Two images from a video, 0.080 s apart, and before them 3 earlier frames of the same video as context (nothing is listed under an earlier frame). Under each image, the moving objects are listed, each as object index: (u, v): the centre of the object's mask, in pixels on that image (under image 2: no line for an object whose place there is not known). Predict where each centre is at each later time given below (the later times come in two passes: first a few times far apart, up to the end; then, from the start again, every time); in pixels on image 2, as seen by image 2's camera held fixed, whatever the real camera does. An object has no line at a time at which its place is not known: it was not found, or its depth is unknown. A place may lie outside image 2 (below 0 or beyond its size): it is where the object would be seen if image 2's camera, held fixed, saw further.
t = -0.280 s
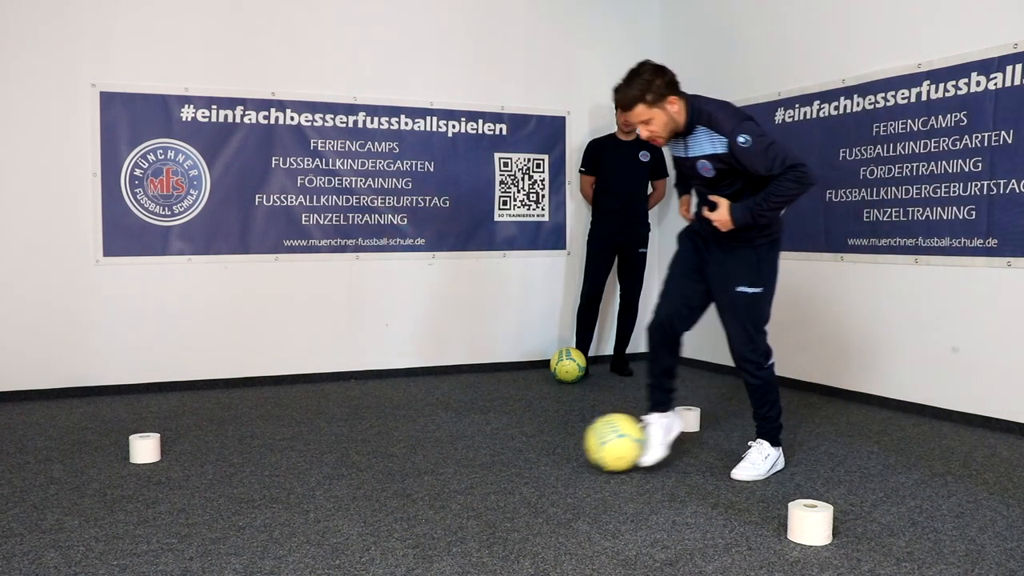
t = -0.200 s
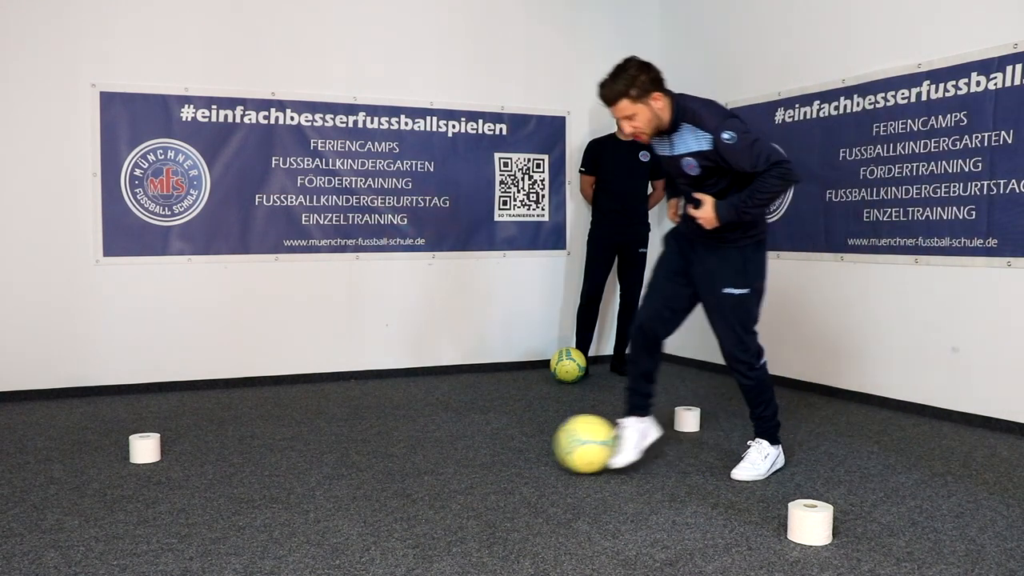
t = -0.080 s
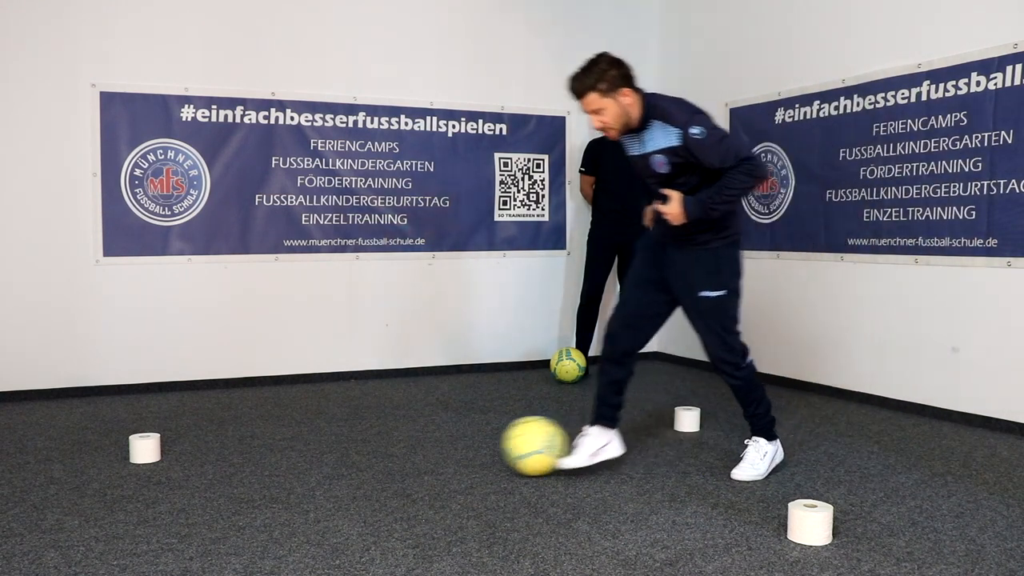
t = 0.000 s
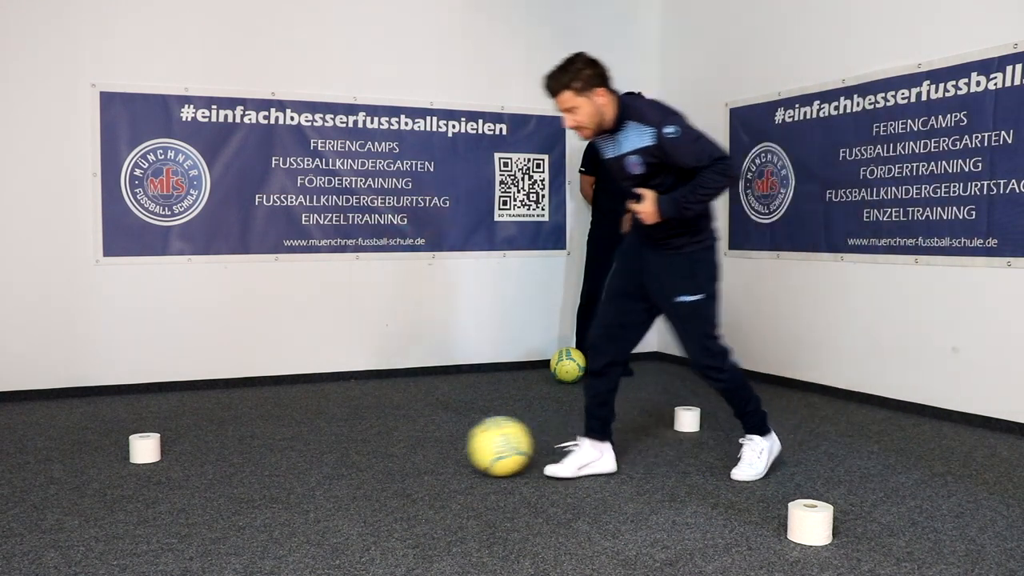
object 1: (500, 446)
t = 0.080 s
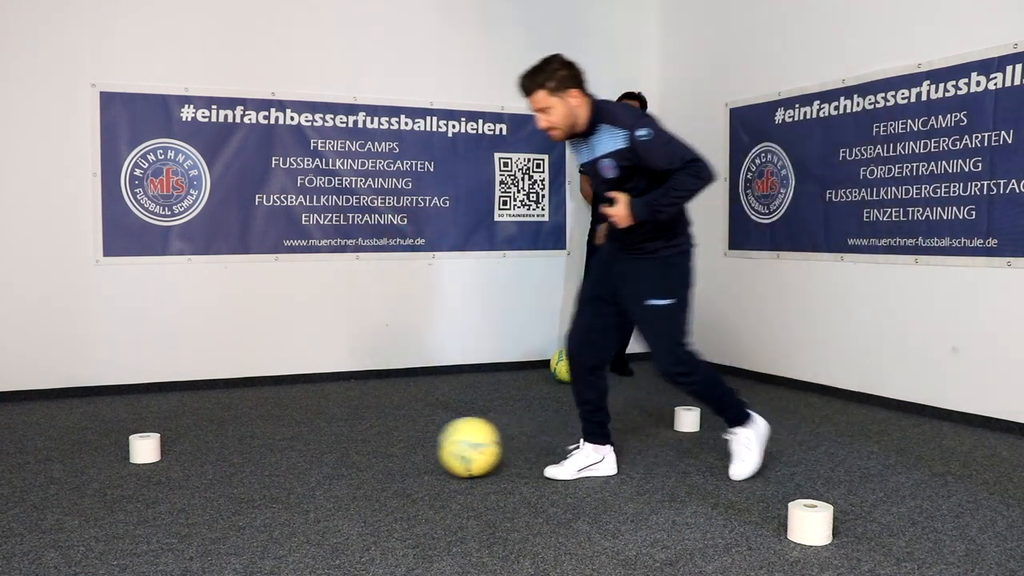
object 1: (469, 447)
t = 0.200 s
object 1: (427, 448)
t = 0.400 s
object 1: (360, 451)
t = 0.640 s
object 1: (277, 454)
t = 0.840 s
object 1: (208, 457)
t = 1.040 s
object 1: (139, 460)
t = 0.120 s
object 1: (456, 447)
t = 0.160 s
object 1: (442, 448)
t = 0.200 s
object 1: (427, 448)
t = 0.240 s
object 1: (414, 449)
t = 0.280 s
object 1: (401, 450)
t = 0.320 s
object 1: (388, 450)
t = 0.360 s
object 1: (374, 450)
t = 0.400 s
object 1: (360, 451)
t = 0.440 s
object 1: (346, 451)
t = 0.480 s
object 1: (332, 452)
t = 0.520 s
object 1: (319, 452)
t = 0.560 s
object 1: (305, 453)
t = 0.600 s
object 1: (291, 453)
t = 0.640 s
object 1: (277, 454)
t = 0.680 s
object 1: (263, 455)
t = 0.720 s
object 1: (249, 455)
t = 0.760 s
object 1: (235, 456)
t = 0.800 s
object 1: (222, 456)
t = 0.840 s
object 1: (208, 457)
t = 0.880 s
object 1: (195, 457)
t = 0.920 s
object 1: (182, 458)
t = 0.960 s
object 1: (168, 459)
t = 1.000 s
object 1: (153, 459)
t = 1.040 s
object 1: (139, 460)
